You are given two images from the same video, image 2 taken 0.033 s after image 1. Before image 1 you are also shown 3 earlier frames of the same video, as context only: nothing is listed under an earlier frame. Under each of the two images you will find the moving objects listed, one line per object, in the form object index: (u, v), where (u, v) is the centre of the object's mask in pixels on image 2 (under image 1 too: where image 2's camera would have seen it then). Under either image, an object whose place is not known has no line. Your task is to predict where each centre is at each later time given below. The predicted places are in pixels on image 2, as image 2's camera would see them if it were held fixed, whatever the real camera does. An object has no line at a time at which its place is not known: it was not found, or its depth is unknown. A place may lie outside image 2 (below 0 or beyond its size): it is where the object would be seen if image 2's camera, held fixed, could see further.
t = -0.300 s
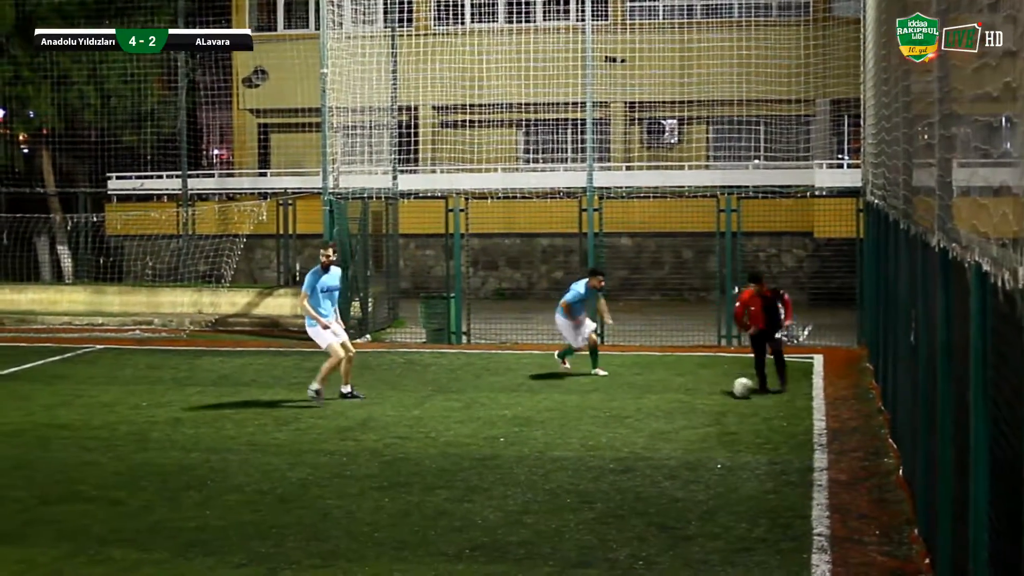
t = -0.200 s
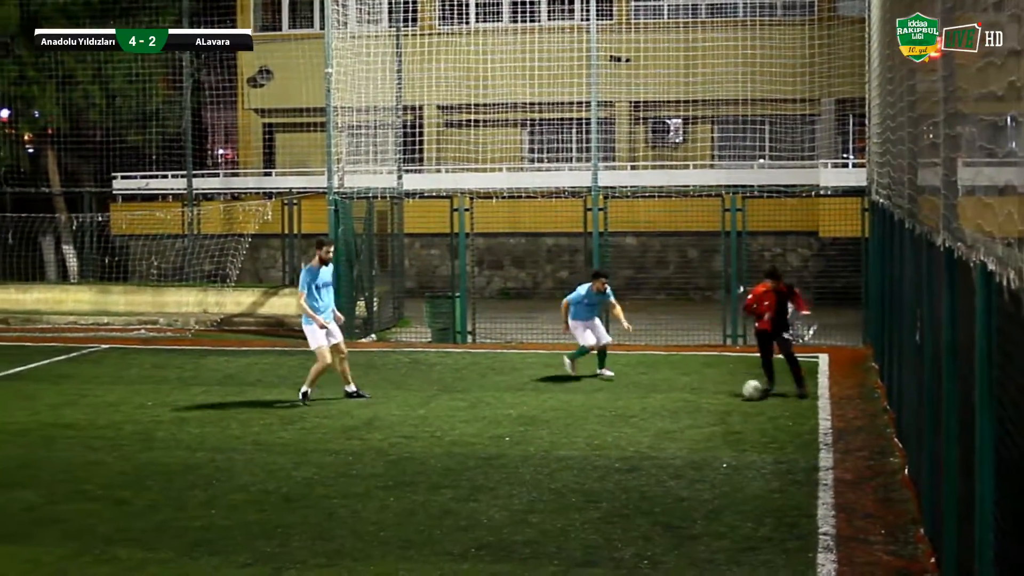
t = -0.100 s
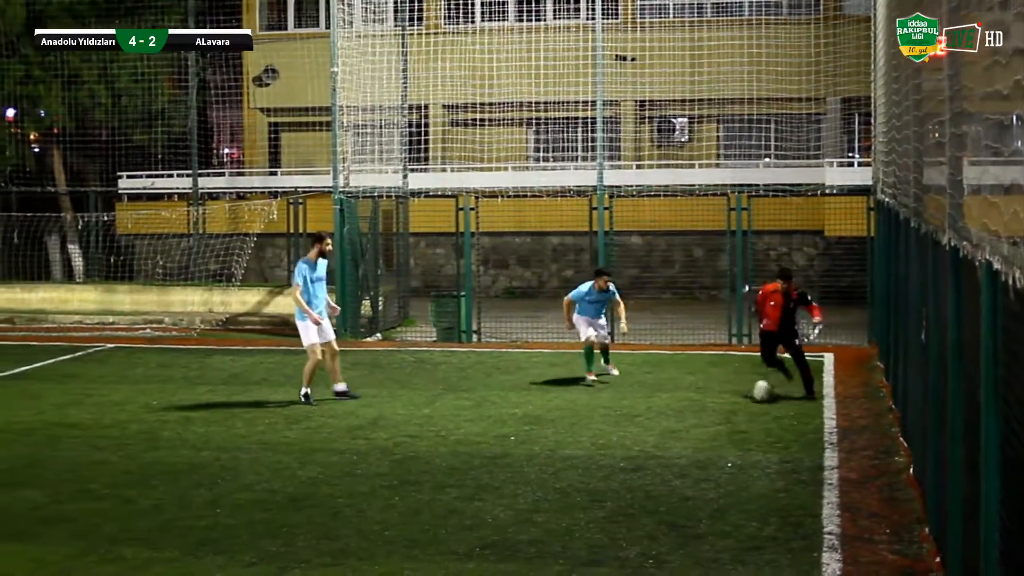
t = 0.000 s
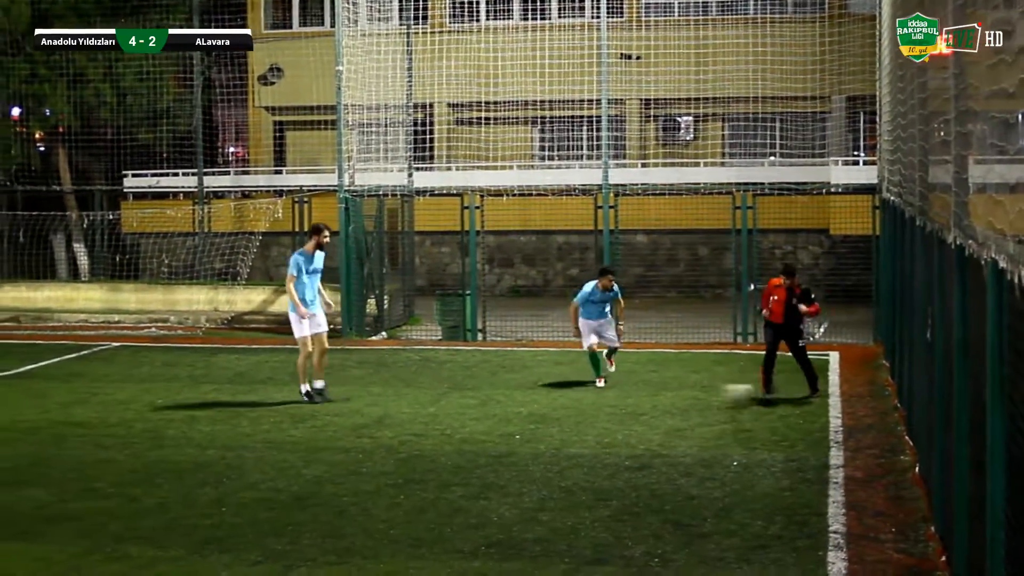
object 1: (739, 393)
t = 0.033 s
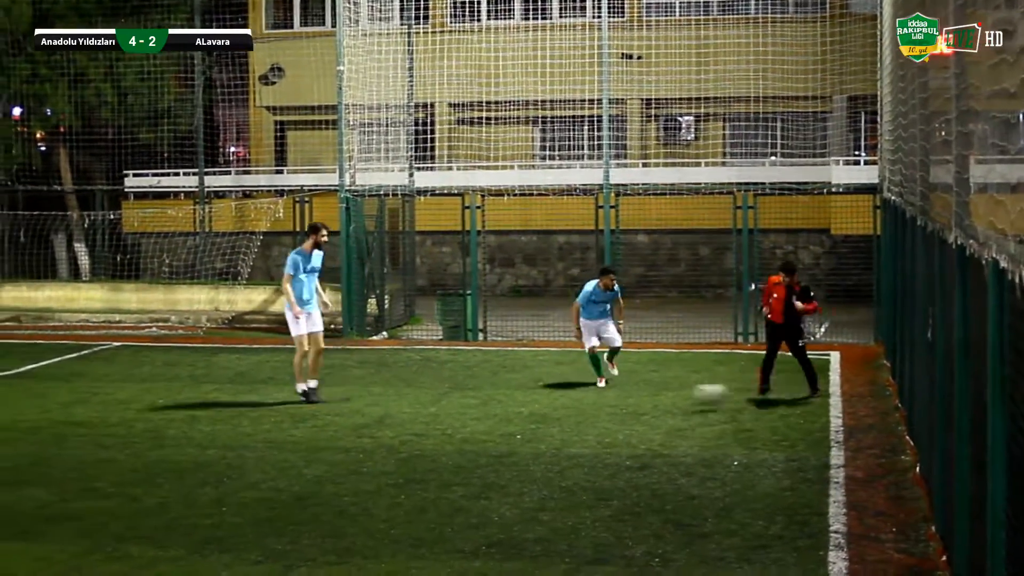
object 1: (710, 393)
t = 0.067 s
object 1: (682, 396)
